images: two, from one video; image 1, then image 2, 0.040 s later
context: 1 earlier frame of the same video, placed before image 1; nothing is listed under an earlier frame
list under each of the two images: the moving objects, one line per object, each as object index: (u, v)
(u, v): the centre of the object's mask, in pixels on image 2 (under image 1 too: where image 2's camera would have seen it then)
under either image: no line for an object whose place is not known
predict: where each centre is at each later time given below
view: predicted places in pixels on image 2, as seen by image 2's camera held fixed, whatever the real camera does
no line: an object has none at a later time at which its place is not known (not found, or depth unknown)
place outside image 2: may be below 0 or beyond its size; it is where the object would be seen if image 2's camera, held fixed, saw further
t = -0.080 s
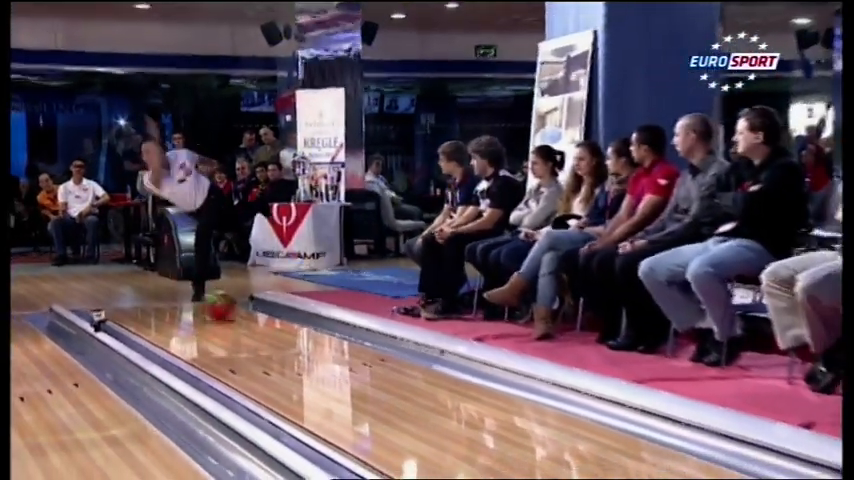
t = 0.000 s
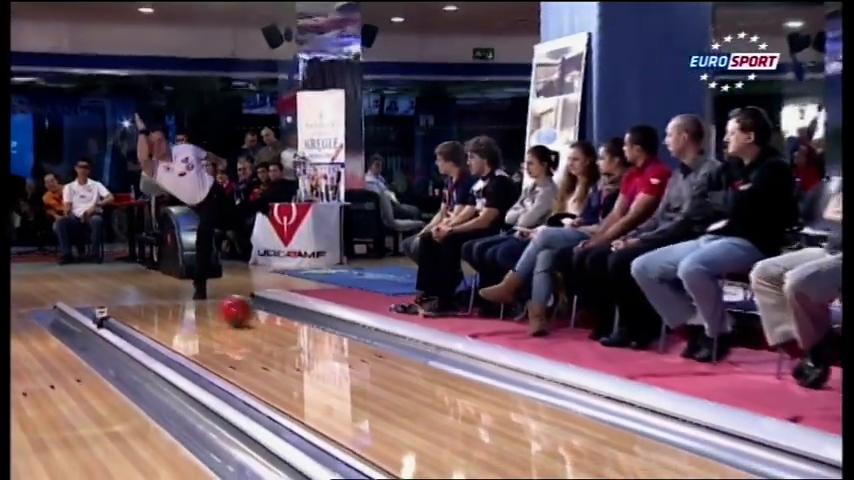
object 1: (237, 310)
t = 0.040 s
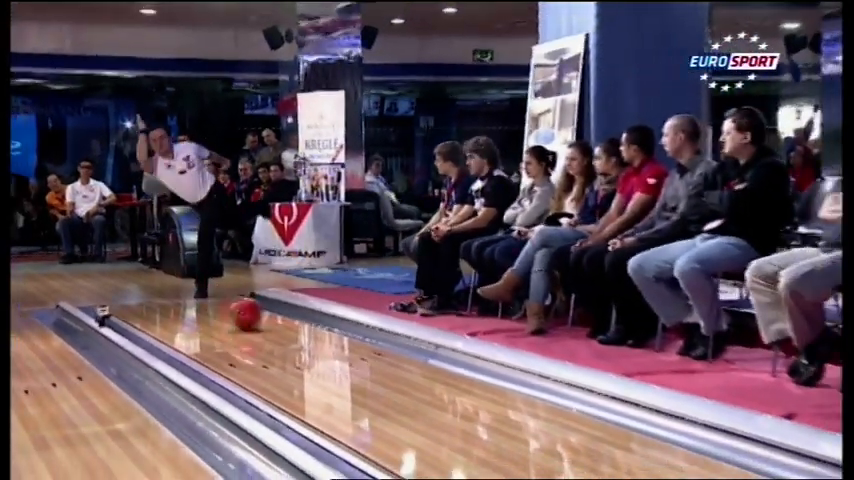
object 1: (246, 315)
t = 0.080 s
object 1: (254, 318)
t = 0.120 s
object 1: (264, 323)
